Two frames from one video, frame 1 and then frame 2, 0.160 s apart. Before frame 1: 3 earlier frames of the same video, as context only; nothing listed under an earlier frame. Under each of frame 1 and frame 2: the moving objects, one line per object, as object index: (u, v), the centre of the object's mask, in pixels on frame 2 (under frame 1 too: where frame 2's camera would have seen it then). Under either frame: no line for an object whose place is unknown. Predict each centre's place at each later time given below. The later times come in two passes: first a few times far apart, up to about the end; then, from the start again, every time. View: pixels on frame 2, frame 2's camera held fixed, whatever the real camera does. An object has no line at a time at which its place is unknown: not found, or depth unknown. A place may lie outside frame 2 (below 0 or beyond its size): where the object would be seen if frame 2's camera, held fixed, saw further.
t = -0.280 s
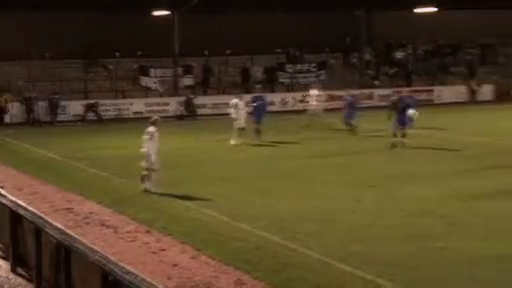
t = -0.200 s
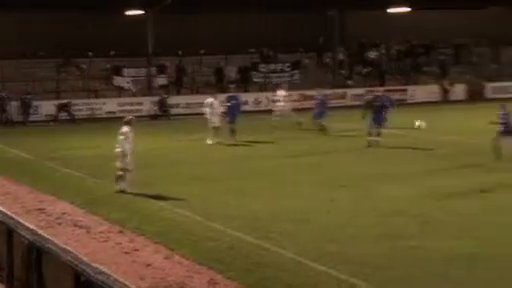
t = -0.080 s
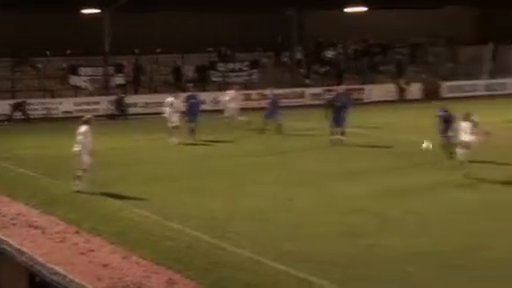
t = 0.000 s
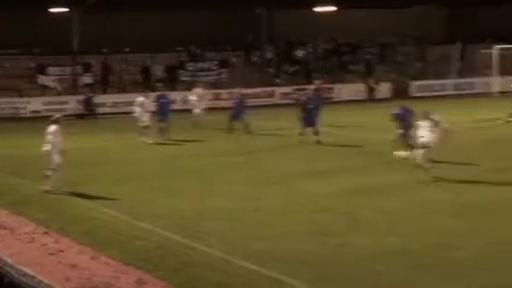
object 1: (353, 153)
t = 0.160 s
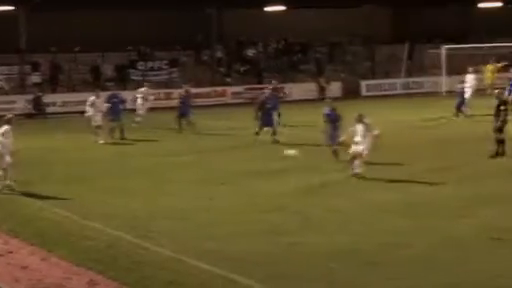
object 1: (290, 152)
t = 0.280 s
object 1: (244, 158)
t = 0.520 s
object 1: (157, 174)
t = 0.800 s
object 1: (79, 165)
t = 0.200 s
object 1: (274, 154)
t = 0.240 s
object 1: (260, 156)
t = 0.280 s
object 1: (244, 158)
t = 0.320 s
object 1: (229, 162)
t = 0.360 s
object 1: (214, 166)
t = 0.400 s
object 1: (197, 172)
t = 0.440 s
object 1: (182, 177)
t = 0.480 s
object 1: (169, 179)
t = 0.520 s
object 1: (157, 174)
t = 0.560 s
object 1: (146, 171)
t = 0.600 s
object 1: (136, 168)
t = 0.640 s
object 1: (124, 166)
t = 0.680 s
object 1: (113, 165)
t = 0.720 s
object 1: (102, 163)
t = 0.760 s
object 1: (90, 165)
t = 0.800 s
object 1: (79, 165)
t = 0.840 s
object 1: (67, 166)
